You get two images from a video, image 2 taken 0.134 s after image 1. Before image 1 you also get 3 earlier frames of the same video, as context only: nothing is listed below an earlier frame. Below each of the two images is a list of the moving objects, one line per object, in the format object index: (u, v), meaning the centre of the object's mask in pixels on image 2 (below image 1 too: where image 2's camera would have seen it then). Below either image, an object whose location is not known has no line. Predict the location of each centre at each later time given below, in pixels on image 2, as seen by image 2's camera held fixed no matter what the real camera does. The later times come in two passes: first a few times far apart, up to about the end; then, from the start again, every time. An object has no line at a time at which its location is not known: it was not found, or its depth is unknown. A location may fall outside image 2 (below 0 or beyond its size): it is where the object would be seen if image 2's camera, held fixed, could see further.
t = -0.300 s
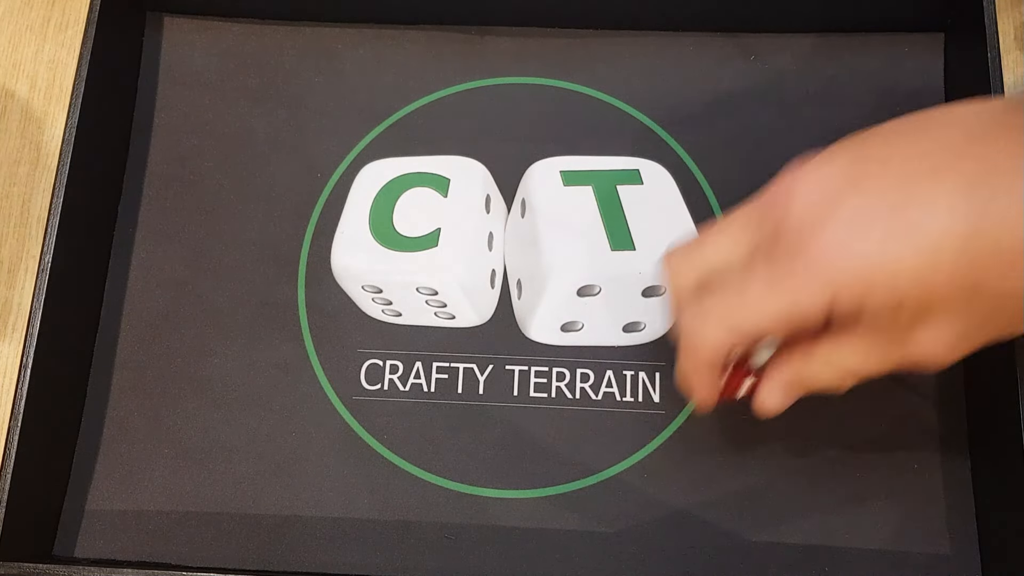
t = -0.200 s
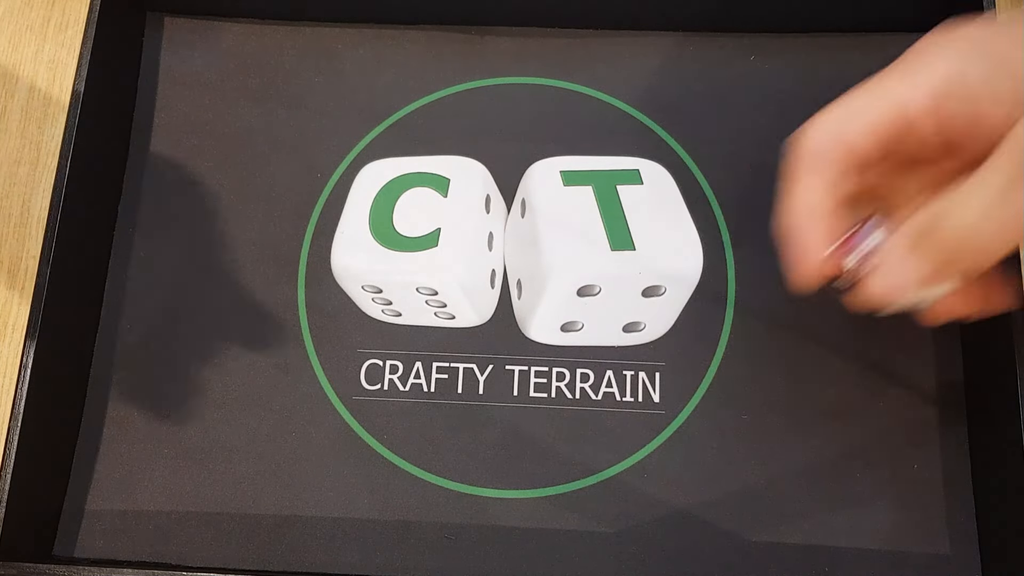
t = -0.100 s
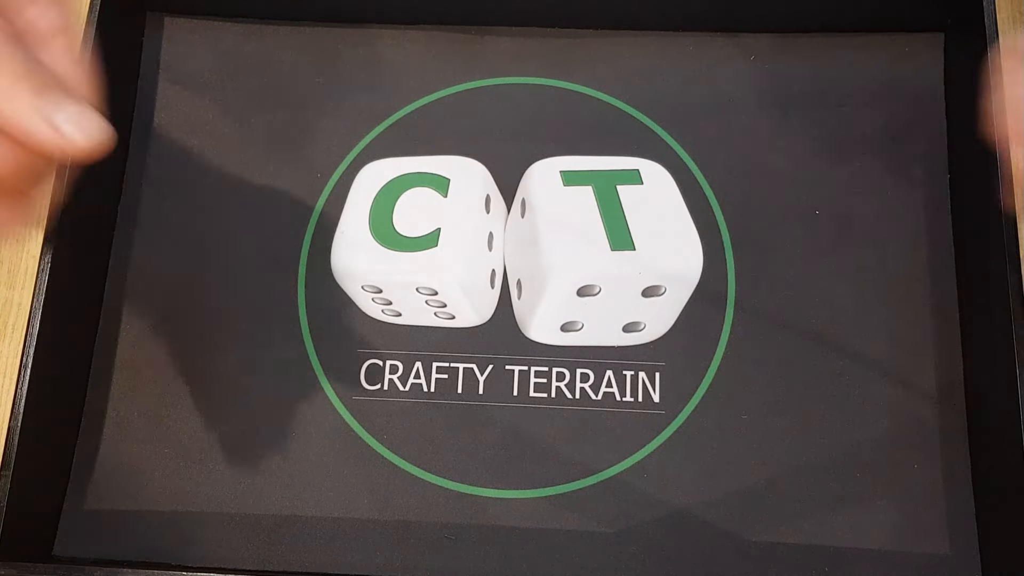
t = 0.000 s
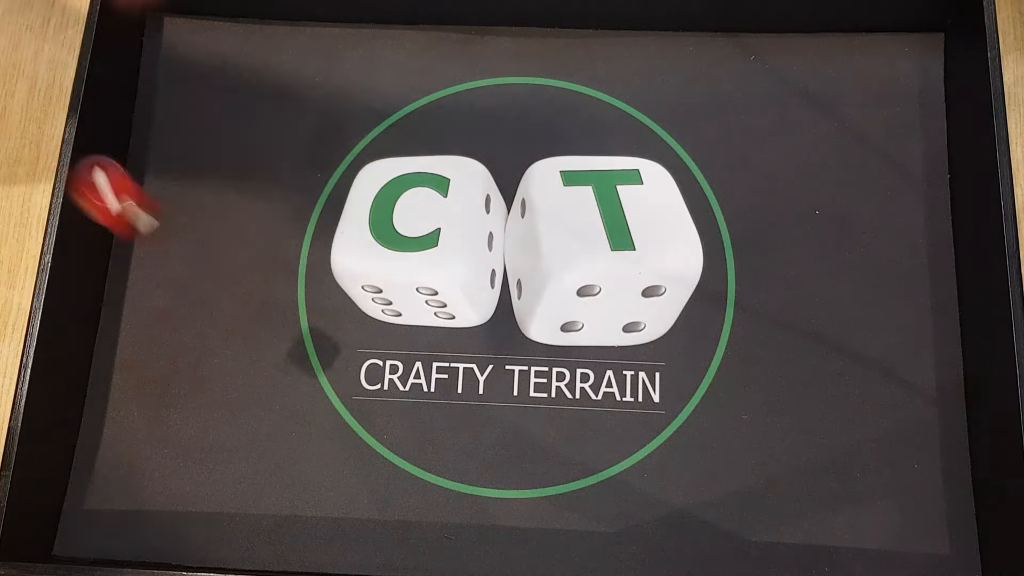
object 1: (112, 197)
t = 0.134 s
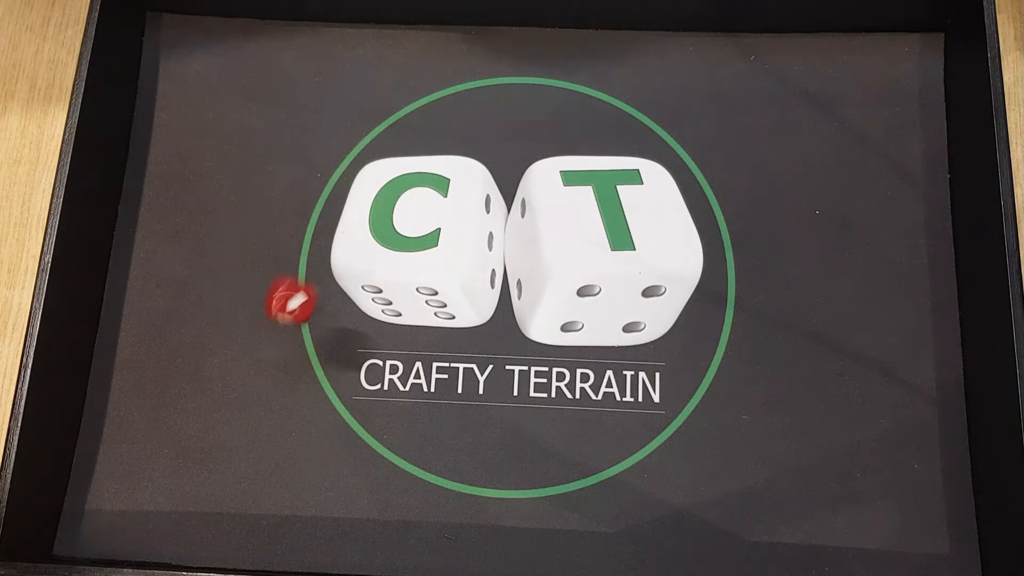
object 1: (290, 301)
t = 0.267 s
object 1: (374, 271)
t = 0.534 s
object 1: (588, 169)
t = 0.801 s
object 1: (738, 72)
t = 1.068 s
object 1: (790, 64)
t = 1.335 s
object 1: (790, 64)
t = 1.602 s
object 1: (790, 64)
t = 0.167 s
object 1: (301, 282)
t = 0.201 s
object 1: (317, 273)
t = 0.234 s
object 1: (340, 267)
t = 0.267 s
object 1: (374, 271)
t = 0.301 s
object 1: (404, 282)
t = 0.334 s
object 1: (432, 274)
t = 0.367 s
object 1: (461, 247)
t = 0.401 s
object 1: (492, 230)
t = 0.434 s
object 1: (520, 218)
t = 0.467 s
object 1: (545, 198)
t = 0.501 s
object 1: (568, 179)
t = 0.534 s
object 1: (588, 169)
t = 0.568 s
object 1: (612, 158)
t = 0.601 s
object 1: (637, 145)
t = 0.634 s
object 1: (659, 134)
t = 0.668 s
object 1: (679, 118)
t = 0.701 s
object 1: (695, 106)
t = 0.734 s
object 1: (709, 89)
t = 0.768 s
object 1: (725, 79)
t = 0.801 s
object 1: (738, 72)
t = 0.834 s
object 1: (750, 68)
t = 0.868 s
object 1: (767, 67)
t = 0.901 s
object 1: (779, 67)
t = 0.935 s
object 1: (786, 66)
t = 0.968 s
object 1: (791, 65)
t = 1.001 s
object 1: (790, 64)
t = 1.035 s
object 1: (790, 64)
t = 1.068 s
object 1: (790, 64)
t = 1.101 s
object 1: (790, 64)
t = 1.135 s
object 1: (790, 64)
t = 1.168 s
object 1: (790, 64)
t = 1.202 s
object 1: (790, 64)
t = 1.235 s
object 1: (790, 64)
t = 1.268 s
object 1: (790, 64)
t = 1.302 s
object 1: (791, 64)
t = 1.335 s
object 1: (790, 64)
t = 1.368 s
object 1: (790, 64)
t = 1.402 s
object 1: (790, 64)
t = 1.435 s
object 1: (790, 64)
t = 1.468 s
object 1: (790, 64)
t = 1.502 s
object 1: (790, 64)
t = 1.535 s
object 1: (790, 64)
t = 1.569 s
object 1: (790, 64)
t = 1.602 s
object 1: (790, 64)
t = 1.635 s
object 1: (791, 64)
